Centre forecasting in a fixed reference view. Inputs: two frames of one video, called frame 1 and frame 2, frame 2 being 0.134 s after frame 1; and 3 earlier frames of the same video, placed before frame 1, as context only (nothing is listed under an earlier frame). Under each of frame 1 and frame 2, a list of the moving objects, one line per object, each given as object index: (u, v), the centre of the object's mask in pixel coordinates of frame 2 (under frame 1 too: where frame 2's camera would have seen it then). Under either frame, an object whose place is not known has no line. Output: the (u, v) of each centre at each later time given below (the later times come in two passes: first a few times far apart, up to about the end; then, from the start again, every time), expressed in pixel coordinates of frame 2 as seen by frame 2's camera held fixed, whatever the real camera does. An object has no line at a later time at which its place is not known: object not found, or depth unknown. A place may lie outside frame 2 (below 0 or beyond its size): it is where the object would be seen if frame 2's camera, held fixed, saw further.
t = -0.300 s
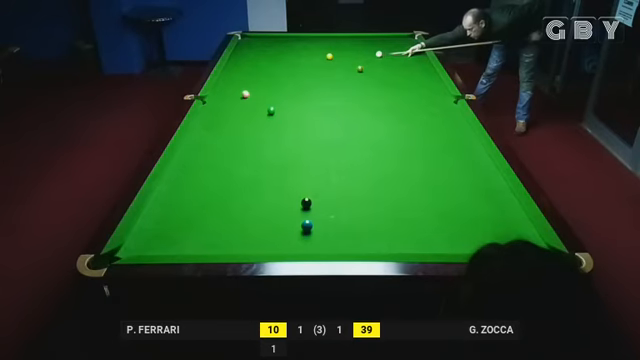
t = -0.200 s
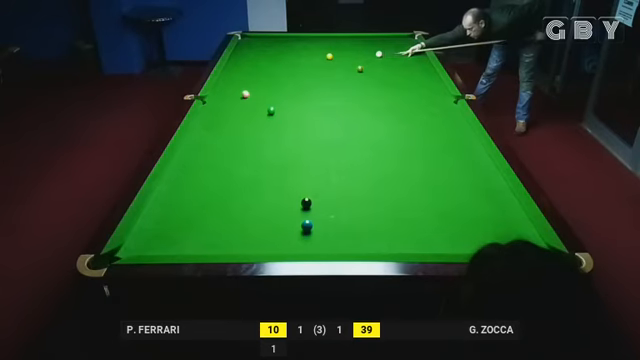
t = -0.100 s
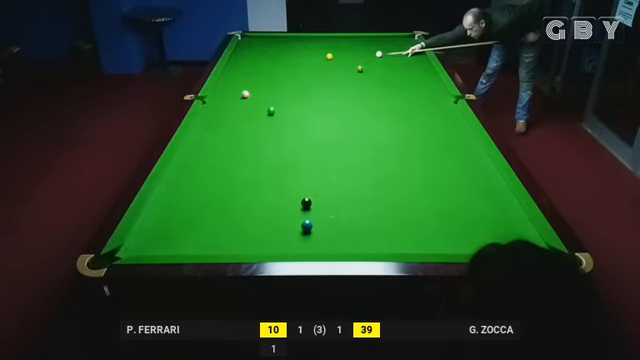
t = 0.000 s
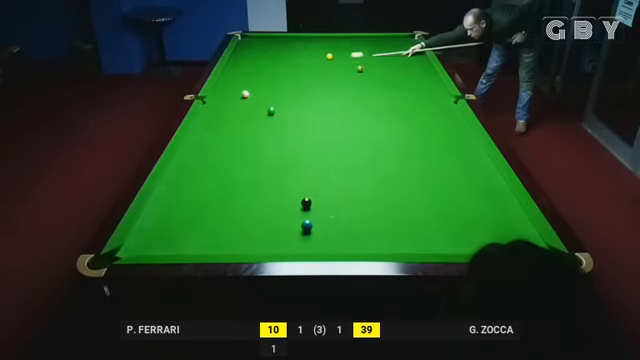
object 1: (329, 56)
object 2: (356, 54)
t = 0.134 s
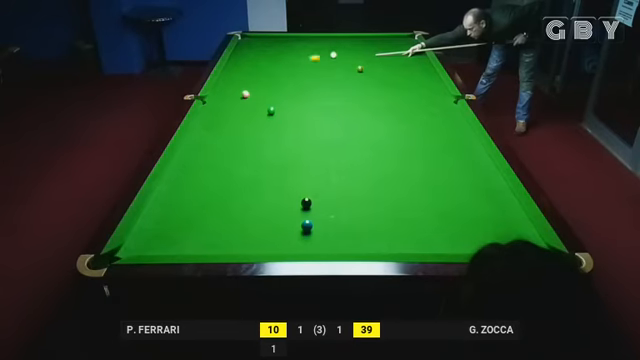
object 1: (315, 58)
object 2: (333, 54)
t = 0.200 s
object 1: (298, 59)
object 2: (332, 54)
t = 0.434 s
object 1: (249, 65)
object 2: (330, 51)
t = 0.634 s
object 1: (239, 69)
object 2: (329, 49)
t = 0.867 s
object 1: (269, 74)
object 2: (326, 46)
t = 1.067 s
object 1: (294, 78)
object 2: (325, 44)
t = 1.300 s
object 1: (324, 83)
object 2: (323, 42)
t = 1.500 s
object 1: (351, 87)
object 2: (321, 41)
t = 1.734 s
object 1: (382, 91)
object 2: (319, 39)
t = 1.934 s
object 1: (410, 95)
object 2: (318, 39)
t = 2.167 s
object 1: (444, 101)
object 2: (317, 37)
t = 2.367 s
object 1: (440, 100)
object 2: (316, 36)
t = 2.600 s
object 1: (421, 96)
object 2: (316, 37)
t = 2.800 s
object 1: (405, 94)
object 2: (316, 37)
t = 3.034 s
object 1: (388, 91)
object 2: (316, 38)
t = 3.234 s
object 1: (374, 88)
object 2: (316, 38)
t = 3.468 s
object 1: (359, 86)
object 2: (316, 38)
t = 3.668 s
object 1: (347, 84)
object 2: (316, 38)
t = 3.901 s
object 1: (334, 81)
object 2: (316, 38)
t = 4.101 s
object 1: (323, 79)
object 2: (316, 38)
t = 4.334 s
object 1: (311, 77)
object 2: (316, 38)
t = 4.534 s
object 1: (302, 76)
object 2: (316, 38)
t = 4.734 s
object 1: (293, 74)
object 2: (316, 38)
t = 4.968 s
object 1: (283, 73)
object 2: (316, 38)
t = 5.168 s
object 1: (276, 71)
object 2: (316, 38)
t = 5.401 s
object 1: (267, 70)
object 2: (316, 38)
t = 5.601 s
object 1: (260, 68)
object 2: (316, 38)
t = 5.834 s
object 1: (253, 67)
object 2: (316, 38)
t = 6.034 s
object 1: (247, 66)
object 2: (316, 38)
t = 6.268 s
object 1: (241, 65)
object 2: (316, 38)
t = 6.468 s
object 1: (236, 65)
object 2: (316, 38)
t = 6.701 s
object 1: (231, 64)
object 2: (316, 38)
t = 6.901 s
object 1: (228, 63)
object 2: (316, 38)
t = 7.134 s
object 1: (231, 63)
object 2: (316, 38)
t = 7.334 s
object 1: (233, 63)
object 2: (316, 38)
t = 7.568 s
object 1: (235, 63)
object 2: (316, 38)
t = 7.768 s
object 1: (236, 63)
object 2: (316, 38)
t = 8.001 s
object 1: (236, 63)
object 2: (316, 38)
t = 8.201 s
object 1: (236, 63)
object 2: (316, 38)
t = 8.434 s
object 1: (236, 63)
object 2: (316, 38)
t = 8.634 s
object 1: (236, 63)
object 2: (316, 38)
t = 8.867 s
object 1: (236, 63)
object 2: (316, 38)
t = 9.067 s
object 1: (236, 63)
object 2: (316, 38)
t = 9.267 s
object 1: (236, 63)
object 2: (316, 38)
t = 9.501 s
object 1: (236, 63)
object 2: (316, 38)
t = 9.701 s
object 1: (236, 63)
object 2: (316, 38)
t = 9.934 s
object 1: (236, 63)
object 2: (316, 38)
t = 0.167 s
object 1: (306, 59)
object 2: (333, 54)
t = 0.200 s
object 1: (298, 59)
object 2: (332, 54)
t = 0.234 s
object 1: (291, 60)
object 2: (332, 53)
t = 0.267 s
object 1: (284, 61)
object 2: (332, 53)
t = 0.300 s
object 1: (276, 62)
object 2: (331, 53)
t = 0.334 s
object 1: (270, 63)
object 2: (331, 52)
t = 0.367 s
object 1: (263, 64)
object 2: (331, 52)
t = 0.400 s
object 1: (256, 64)
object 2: (331, 51)
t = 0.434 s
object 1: (249, 65)
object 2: (330, 51)
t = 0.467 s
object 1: (242, 66)
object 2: (330, 51)
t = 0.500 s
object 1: (235, 67)
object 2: (330, 50)
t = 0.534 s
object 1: (228, 67)
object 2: (329, 50)
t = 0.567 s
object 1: (229, 68)
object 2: (329, 49)
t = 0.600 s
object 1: (234, 69)
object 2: (329, 49)
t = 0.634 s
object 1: (239, 69)
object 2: (329, 49)
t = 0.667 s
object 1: (244, 70)
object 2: (328, 48)
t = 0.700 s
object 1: (248, 71)
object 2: (328, 48)
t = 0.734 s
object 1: (252, 71)
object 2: (328, 48)
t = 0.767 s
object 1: (256, 72)
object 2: (327, 47)
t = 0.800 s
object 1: (261, 73)
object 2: (327, 47)
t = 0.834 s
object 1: (265, 73)
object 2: (327, 47)
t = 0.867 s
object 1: (269, 74)
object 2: (326, 46)
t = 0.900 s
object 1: (273, 75)
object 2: (326, 46)
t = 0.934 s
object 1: (278, 75)
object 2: (326, 46)
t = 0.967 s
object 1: (281, 76)
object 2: (326, 45)
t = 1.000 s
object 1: (286, 77)
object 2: (325, 45)
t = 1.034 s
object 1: (290, 77)
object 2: (325, 45)
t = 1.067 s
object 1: (294, 78)
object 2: (325, 44)
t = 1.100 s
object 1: (299, 79)
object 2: (324, 44)
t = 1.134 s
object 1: (303, 79)
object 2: (324, 44)
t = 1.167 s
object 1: (307, 80)
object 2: (324, 44)
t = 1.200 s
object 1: (311, 81)
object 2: (324, 43)
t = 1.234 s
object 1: (315, 81)
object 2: (323, 43)
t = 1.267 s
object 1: (320, 82)
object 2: (323, 43)
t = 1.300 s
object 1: (324, 83)
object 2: (323, 42)
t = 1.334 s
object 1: (329, 83)
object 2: (323, 42)
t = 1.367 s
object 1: (333, 84)
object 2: (322, 42)
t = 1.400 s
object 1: (338, 85)
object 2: (322, 42)
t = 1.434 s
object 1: (342, 86)
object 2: (322, 42)
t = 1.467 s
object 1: (346, 86)
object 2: (321, 41)
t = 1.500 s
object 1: (351, 87)
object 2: (321, 41)
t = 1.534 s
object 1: (355, 87)
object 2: (321, 41)
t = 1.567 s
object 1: (360, 88)
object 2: (321, 40)
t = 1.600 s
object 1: (364, 89)
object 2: (320, 40)
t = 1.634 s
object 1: (369, 90)
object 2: (320, 40)
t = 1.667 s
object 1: (373, 90)
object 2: (320, 40)
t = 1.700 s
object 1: (378, 91)
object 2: (320, 40)
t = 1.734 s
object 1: (382, 91)
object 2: (319, 39)
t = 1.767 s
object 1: (387, 92)
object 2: (319, 39)
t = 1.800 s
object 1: (391, 93)
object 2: (319, 39)
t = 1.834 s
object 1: (396, 94)
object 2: (319, 39)
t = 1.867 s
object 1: (401, 94)
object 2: (319, 39)
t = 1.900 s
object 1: (406, 95)
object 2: (318, 38)
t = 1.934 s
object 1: (410, 95)
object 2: (318, 39)
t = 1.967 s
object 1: (415, 97)
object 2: (318, 38)
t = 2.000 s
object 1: (420, 97)
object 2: (318, 38)
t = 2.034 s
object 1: (425, 98)
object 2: (317, 38)
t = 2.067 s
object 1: (429, 99)
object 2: (317, 37)
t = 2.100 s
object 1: (434, 100)
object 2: (317, 37)
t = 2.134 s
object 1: (439, 100)
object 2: (317, 37)
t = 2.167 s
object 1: (444, 101)
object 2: (317, 37)
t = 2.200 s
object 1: (449, 101)
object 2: (316, 37)
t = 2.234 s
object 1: (452, 102)
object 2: (316, 37)
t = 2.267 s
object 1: (450, 102)
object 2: (316, 36)
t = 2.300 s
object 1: (447, 101)
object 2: (316, 36)
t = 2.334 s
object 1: (443, 100)
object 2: (316, 36)
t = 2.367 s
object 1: (440, 100)
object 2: (316, 36)
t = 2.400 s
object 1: (437, 99)
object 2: (316, 36)
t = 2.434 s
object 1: (434, 99)
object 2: (316, 36)
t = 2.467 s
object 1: (432, 98)
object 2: (316, 36)
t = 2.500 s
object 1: (429, 98)
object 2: (316, 36)
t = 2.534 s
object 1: (426, 98)
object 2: (316, 37)
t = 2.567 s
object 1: (423, 97)
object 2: (316, 37)
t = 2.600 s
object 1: (421, 96)
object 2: (316, 37)
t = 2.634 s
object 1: (418, 96)
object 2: (316, 37)
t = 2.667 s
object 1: (415, 95)
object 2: (316, 37)
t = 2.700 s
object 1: (413, 95)
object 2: (316, 37)
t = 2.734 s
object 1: (410, 95)
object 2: (315, 37)
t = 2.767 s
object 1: (407, 94)
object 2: (316, 37)
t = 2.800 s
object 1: (405, 94)
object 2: (316, 37)
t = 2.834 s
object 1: (402, 93)
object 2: (315, 37)
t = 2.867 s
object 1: (400, 93)
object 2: (316, 37)
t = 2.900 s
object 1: (397, 92)
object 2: (316, 37)
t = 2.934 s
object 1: (395, 92)
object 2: (316, 37)
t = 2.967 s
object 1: (393, 92)
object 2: (316, 38)
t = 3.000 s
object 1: (390, 91)
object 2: (316, 38)
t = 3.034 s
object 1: (388, 91)
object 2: (316, 38)
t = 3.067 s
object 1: (386, 90)
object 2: (316, 38)
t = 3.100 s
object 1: (383, 90)
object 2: (316, 38)
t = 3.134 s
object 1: (381, 90)
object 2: (316, 38)
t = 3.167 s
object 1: (379, 89)
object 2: (316, 38)
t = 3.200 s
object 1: (377, 89)
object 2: (316, 38)
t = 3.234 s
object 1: (374, 88)
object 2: (316, 38)
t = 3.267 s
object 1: (372, 88)
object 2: (316, 38)
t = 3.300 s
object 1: (370, 88)
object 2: (316, 38)
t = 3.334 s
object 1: (368, 87)
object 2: (316, 38)
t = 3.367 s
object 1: (366, 87)
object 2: (316, 38)
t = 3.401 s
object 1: (364, 86)
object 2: (316, 38)
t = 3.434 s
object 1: (361, 86)
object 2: (316, 38)
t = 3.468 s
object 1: (359, 86)
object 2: (316, 38)
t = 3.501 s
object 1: (357, 85)
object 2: (316, 38)
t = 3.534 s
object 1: (355, 85)
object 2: (316, 38)
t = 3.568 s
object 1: (353, 85)
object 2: (316, 38)
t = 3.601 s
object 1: (351, 84)
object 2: (316, 38)
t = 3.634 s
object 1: (349, 84)
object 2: (316, 38)
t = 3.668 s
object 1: (347, 84)
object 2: (316, 38)
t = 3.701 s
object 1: (345, 83)
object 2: (316, 38)
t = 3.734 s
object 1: (343, 83)
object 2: (316, 38)
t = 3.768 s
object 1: (341, 83)
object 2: (316, 38)
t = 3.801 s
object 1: (339, 82)
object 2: (316, 38)
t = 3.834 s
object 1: (338, 82)
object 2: (316, 38)
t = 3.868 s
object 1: (336, 82)
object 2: (316, 38)
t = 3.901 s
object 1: (334, 81)
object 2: (316, 38)
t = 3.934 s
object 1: (332, 81)
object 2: (316, 38)
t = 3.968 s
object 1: (330, 81)
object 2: (316, 38)
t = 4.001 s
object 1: (328, 80)
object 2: (316, 38)
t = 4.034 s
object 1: (327, 80)
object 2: (316, 38)
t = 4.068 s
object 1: (325, 80)
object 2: (316, 38)
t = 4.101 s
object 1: (323, 79)
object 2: (316, 38)
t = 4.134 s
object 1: (321, 79)
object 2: (316, 38)
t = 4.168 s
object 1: (320, 79)
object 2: (316, 38)
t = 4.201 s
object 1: (318, 78)
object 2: (316, 38)
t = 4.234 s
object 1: (316, 78)
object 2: (316, 38)
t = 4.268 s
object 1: (315, 78)
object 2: (316, 38)
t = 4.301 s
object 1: (313, 78)
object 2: (316, 38)
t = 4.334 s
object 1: (311, 77)
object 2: (316, 38)
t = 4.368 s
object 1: (310, 77)
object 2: (316, 38)
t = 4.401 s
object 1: (308, 77)
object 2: (316, 38)
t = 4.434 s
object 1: (307, 77)
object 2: (316, 38)
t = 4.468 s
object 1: (305, 76)
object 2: (316, 38)
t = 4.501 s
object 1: (304, 76)
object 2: (316, 38)
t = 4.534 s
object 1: (302, 76)
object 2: (316, 38)
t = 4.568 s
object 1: (301, 75)
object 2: (316, 38)
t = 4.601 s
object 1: (299, 75)
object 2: (316, 38)
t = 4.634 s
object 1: (298, 75)
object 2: (316, 38)
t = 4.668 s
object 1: (296, 75)
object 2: (316, 38)
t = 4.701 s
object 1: (294, 74)
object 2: (316, 38)
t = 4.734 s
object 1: (293, 74)
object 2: (316, 38)
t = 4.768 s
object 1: (292, 74)
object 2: (316, 38)
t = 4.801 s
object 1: (290, 74)
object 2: (316, 38)
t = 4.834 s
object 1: (289, 74)
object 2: (316, 38)
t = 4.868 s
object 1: (287, 73)
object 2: (316, 38)
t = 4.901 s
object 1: (286, 73)
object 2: (316, 38)
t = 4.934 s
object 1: (285, 73)
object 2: (316, 38)
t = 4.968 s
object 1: (283, 73)
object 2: (316, 38)
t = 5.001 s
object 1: (282, 72)
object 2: (316, 38)
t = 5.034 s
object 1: (281, 72)
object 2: (316, 38)
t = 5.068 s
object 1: (279, 72)
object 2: (316, 38)
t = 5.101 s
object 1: (278, 72)
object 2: (316, 38)
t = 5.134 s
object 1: (277, 72)
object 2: (316, 38)
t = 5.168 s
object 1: (276, 71)
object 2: (316, 38)
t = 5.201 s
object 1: (274, 71)
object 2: (316, 38)
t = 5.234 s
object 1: (273, 71)
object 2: (316, 38)
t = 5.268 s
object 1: (272, 71)
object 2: (316, 38)
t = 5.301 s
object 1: (271, 70)
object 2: (316, 38)
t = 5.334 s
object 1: (269, 70)
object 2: (316, 38)
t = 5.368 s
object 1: (268, 70)
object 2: (316, 38)
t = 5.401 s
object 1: (267, 70)
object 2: (316, 38)
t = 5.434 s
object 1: (266, 70)
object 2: (316, 38)
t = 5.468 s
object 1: (265, 69)
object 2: (316, 38)
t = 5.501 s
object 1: (264, 69)
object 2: (316, 38)
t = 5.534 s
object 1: (263, 69)
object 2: (316, 38)
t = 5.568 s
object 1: (261, 69)
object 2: (316, 38)
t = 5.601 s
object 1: (260, 68)
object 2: (316, 38)
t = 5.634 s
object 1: (259, 68)
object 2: (316, 38)
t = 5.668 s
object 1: (258, 68)
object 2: (316, 38)
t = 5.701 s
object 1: (257, 68)
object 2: (316, 38)
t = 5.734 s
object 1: (256, 68)
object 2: (316, 38)
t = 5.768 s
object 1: (255, 68)
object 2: (316, 38)
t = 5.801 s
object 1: (254, 68)
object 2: (316, 38)
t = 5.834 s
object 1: (253, 67)
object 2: (316, 38)
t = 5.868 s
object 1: (252, 67)
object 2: (316, 38)
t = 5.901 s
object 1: (251, 67)
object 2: (316, 38)
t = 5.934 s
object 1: (250, 67)
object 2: (316, 38)
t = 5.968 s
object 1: (249, 67)
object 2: (316, 38)
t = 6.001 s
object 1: (248, 67)
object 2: (316, 38)
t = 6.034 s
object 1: (247, 66)
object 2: (316, 38)
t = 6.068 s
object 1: (246, 66)
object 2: (316, 38)
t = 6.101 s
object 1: (245, 66)
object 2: (316, 38)
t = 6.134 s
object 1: (244, 66)
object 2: (316, 38)
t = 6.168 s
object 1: (244, 66)
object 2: (316, 38)
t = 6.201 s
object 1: (243, 66)
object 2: (316, 38)
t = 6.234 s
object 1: (242, 66)
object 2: (316, 38)
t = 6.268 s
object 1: (241, 65)
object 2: (316, 38)
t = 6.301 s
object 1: (240, 65)
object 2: (316, 38)
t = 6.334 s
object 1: (239, 65)
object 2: (316, 38)
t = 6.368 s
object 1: (238, 65)
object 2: (316, 38)
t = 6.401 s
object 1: (237, 65)
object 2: (316, 38)
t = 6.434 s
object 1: (237, 65)
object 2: (316, 38)
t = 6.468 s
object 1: (236, 65)
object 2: (316, 38)
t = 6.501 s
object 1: (235, 65)
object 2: (316, 38)
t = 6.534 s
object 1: (235, 64)
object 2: (316, 38)
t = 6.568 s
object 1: (234, 64)
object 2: (316, 38)
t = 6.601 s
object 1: (233, 64)
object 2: (316, 38)
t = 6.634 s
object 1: (233, 64)
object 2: (316, 38)
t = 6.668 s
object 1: (232, 64)
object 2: (316, 38)
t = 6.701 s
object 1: (231, 64)
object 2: (316, 38)
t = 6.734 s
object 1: (231, 64)
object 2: (316, 38)
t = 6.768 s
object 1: (230, 64)
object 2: (316, 38)
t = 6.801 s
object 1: (229, 64)
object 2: (316, 38)
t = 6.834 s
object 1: (229, 64)
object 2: (316, 38)
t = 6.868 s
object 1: (228, 64)
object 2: (316, 38)
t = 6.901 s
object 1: (228, 63)
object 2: (316, 38)
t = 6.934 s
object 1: (229, 63)
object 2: (316, 38)
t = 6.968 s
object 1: (229, 63)
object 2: (316, 38)
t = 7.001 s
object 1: (230, 63)
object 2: (316, 38)
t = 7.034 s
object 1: (230, 63)
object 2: (316, 38)
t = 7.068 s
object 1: (230, 63)
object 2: (316, 38)
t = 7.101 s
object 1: (231, 63)
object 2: (316, 38)
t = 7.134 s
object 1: (231, 63)
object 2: (316, 38)
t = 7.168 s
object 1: (232, 63)
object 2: (316, 38)
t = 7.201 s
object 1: (232, 63)
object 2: (316, 38)
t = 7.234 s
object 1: (232, 63)
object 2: (316, 38)
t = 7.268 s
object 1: (232, 63)
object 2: (316, 38)
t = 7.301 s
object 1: (233, 63)
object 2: (316, 38)
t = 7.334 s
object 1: (233, 63)
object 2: (316, 38)
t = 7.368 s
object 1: (233, 63)
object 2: (316, 38)
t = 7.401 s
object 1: (234, 63)
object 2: (316, 38)
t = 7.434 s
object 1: (234, 63)
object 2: (316, 38)
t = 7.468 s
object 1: (234, 63)
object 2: (316, 38)
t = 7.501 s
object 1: (234, 63)
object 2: (316, 38)
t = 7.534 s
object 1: (235, 63)
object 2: (316, 38)
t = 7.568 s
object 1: (235, 63)
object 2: (316, 38)
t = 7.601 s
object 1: (235, 63)
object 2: (316, 38)
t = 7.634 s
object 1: (235, 63)
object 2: (316, 38)
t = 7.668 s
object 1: (235, 63)
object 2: (316, 38)
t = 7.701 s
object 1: (235, 63)
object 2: (316, 38)
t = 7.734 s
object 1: (236, 63)
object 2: (316, 38)
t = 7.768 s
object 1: (236, 63)
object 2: (316, 38)
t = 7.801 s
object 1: (236, 63)
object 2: (316, 38)
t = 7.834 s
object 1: (236, 63)
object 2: (316, 38)
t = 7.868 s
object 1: (236, 63)
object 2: (316, 38)
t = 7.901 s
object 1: (236, 63)
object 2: (316, 38)
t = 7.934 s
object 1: (236, 63)
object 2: (316, 38)
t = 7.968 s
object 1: (236, 63)
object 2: (316, 38)
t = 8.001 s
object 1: (236, 63)
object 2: (316, 38)
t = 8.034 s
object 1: (236, 63)
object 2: (316, 38)
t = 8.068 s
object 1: (236, 63)
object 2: (316, 38)
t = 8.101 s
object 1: (236, 63)
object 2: (316, 38)
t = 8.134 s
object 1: (236, 63)
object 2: (316, 38)
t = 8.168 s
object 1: (236, 63)
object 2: (316, 38)
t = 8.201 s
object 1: (236, 63)
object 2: (316, 38)
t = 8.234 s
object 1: (236, 63)
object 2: (316, 38)
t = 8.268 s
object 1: (236, 63)
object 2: (316, 38)
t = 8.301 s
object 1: (236, 63)
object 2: (316, 38)
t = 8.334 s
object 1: (236, 63)
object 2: (316, 38)
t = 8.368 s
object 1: (236, 63)
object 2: (316, 38)
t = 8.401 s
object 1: (236, 63)
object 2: (316, 38)
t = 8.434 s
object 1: (236, 63)
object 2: (316, 38)
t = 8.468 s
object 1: (236, 63)
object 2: (316, 38)
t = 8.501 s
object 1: (236, 63)
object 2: (316, 38)
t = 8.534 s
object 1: (236, 63)
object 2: (316, 38)
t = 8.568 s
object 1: (236, 63)
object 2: (316, 38)
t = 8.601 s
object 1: (236, 63)
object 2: (316, 38)
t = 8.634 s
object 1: (236, 63)
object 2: (316, 38)
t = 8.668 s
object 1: (236, 63)
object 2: (316, 38)
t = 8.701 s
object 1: (236, 63)
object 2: (316, 38)
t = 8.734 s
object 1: (236, 63)
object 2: (316, 38)
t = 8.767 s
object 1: (236, 63)
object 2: (316, 38)
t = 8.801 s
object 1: (236, 63)
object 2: (316, 38)
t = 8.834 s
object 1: (236, 63)
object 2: (316, 38)
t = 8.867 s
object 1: (236, 63)
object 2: (316, 38)
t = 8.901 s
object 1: (236, 63)
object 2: (316, 38)
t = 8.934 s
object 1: (236, 63)
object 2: (316, 38)
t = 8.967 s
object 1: (236, 63)
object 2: (316, 38)
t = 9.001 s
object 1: (236, 63)
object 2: (316, 38)
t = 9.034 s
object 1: (236, 63)
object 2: (316, 38)
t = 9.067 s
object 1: (236, 63)
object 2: (316, 38)
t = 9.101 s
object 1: (236, 63)
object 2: (316, 38)
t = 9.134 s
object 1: (236, 63)
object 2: (316, 38)
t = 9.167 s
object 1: (236, 63)
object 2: (316, 38)
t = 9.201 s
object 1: (236, 63)
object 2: (316, 38)
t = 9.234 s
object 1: (236, 63)
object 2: (316, 38)
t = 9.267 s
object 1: (236, 63)
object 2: (316, 38)
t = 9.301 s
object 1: (236, 63)
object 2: (316, 38)
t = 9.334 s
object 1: (236, 63)
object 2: (316, 38)
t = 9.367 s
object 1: (236, 63)
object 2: (316, 38)
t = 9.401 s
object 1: (236, 63)
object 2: (316, 38)
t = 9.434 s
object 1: (236, 63)
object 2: (316, 38)
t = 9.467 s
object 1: (236, 63)
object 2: (316, 38)
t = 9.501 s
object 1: (236, 63)
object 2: (316, 38)
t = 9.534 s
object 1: (236, 63)
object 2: (316, 38)
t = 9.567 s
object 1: (236, 63)
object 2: (316, 38)
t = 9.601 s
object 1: (236, 63)
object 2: (316, 38)
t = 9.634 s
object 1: (236, 63)
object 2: (316, 38)
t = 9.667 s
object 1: (236, 63)
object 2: (316, 38)
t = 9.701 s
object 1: (236, 63)
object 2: (316, 38)
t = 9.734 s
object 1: (236, 63)
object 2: (316, 38)
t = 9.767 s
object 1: (236, 63)
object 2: (316, 38)
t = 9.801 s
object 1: (236, 63)
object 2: (316, 38)
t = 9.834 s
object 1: (236, 63)
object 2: (316, 38)
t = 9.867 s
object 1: (236, 63)
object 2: (316, 38)
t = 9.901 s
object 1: (236, 63)
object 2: (316, 38)
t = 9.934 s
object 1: (236, 63)
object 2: (316, 38)
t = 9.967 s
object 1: (236, 63)
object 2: (316, 38)
